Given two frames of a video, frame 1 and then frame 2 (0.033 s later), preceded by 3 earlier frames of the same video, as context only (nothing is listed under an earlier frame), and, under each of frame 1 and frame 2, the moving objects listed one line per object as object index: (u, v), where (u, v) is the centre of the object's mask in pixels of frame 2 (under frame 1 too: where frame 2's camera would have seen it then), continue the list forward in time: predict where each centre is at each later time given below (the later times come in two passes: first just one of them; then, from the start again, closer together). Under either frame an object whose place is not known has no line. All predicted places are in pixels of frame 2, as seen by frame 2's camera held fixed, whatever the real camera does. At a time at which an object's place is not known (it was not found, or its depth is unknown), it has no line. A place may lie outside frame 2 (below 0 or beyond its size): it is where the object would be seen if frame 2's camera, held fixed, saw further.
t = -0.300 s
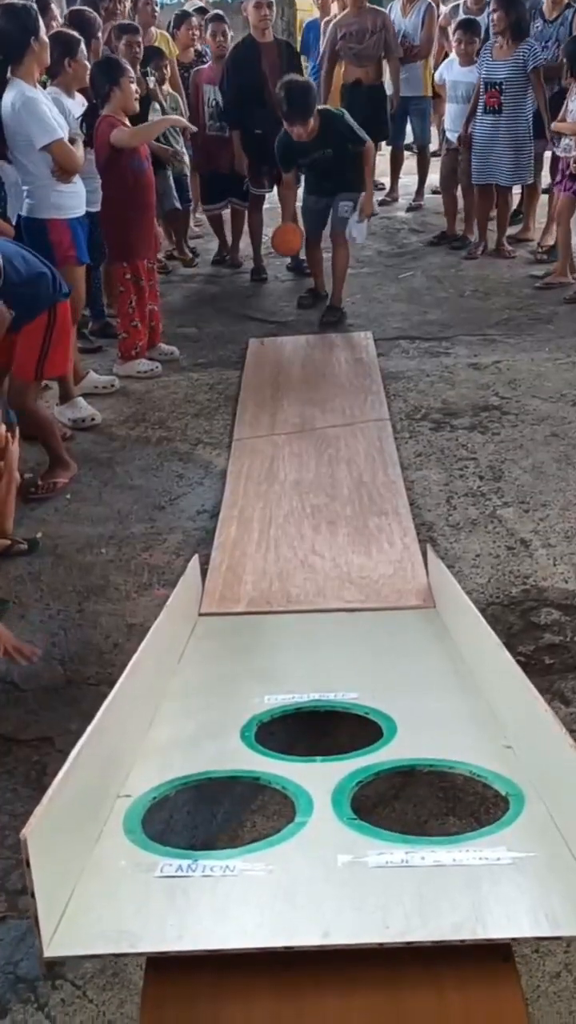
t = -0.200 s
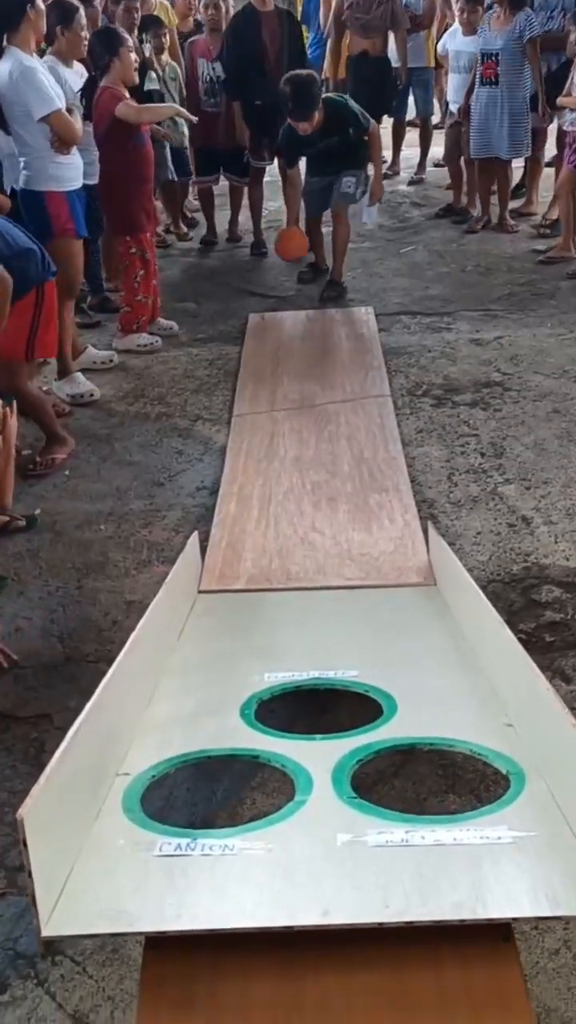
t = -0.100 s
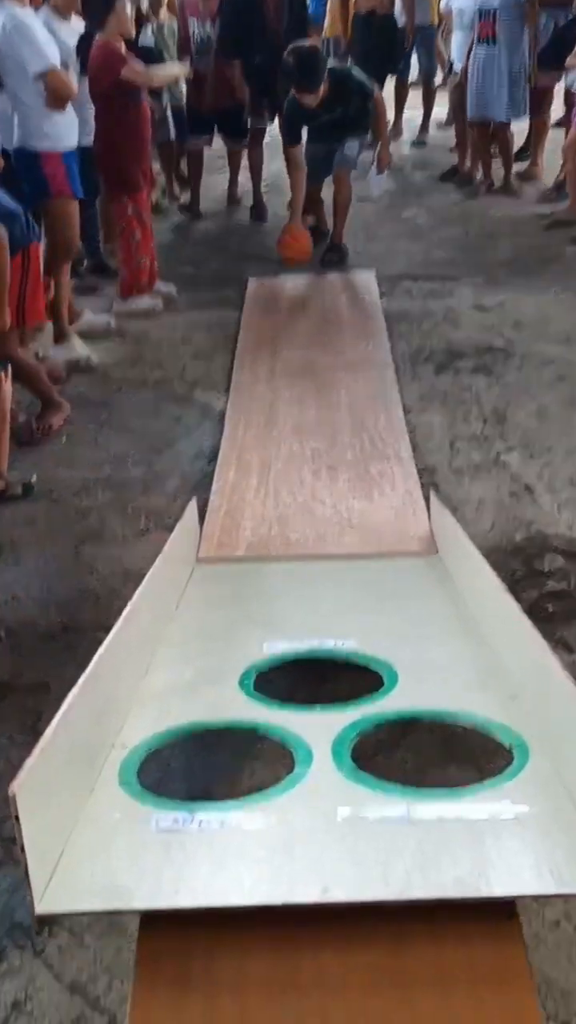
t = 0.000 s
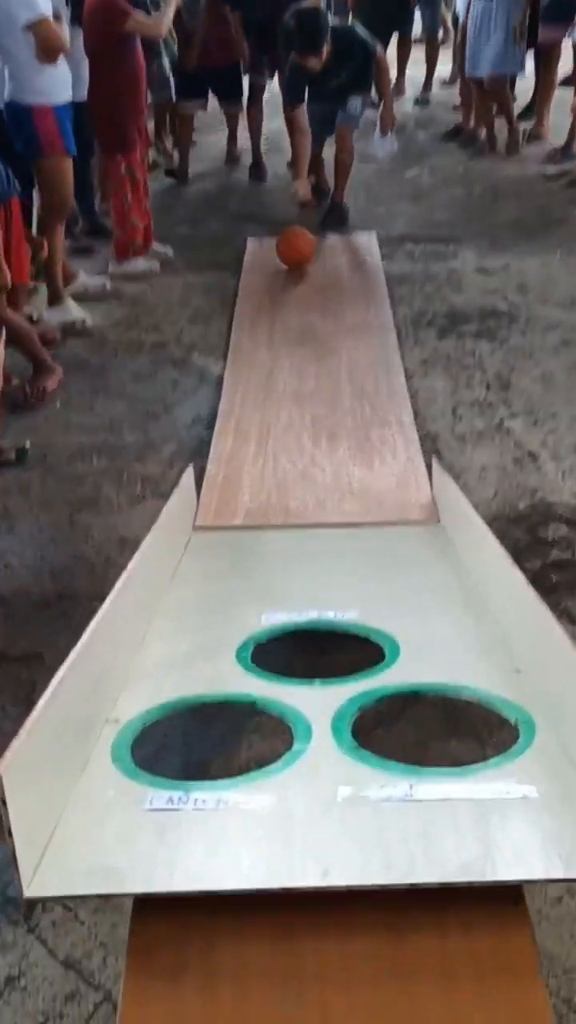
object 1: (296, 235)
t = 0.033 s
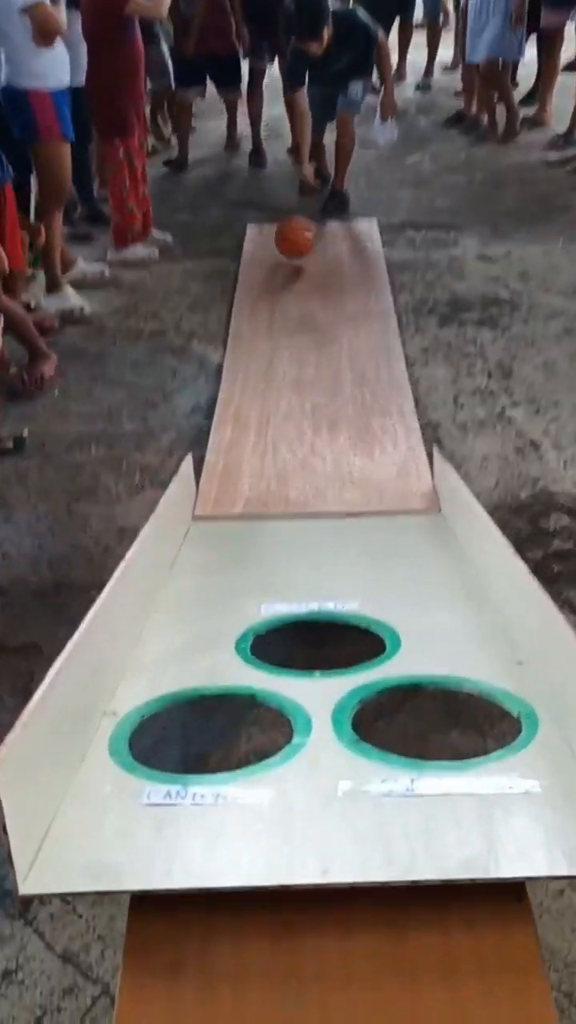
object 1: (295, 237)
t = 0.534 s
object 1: (275, 385)
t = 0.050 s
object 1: (294, 237)
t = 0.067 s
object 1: (294, 237)
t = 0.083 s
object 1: (294, 239)
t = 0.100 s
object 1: (293, 241)
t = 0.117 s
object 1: (291, 246)
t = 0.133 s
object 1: (291, 251)
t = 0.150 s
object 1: (291, 257)
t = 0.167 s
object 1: (290, 263)
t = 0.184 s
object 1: (290, 271)
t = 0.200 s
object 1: (290, 279)
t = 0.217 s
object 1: (289, 289)
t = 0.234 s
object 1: (288, 294)
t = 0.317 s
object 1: (286, 304)
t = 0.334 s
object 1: (285, 310)
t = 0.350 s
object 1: (284, 316)
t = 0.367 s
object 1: (284, 324)
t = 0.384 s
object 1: (283, 333)
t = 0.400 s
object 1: (282, 344)
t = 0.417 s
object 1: (282, 349)
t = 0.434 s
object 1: (281, 352)
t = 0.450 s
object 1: (280, 356)
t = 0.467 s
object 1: (279, 360)
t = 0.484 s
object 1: (278, 365)
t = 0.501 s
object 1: (277, 371)
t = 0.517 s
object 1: (277, 377)
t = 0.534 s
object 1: (275, 385)
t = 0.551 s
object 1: (274, 392)
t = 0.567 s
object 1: (274, 397)
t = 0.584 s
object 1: (273, 404)
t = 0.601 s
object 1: (272, 410)
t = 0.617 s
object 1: (271, 415)
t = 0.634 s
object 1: (270, 422)
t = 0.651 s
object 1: (270, 426)
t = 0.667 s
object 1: (269, 432)
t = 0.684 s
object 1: (268, 437)
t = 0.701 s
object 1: (267, 443)
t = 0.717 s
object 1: (266, 449)
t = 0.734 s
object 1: (265, 456)
